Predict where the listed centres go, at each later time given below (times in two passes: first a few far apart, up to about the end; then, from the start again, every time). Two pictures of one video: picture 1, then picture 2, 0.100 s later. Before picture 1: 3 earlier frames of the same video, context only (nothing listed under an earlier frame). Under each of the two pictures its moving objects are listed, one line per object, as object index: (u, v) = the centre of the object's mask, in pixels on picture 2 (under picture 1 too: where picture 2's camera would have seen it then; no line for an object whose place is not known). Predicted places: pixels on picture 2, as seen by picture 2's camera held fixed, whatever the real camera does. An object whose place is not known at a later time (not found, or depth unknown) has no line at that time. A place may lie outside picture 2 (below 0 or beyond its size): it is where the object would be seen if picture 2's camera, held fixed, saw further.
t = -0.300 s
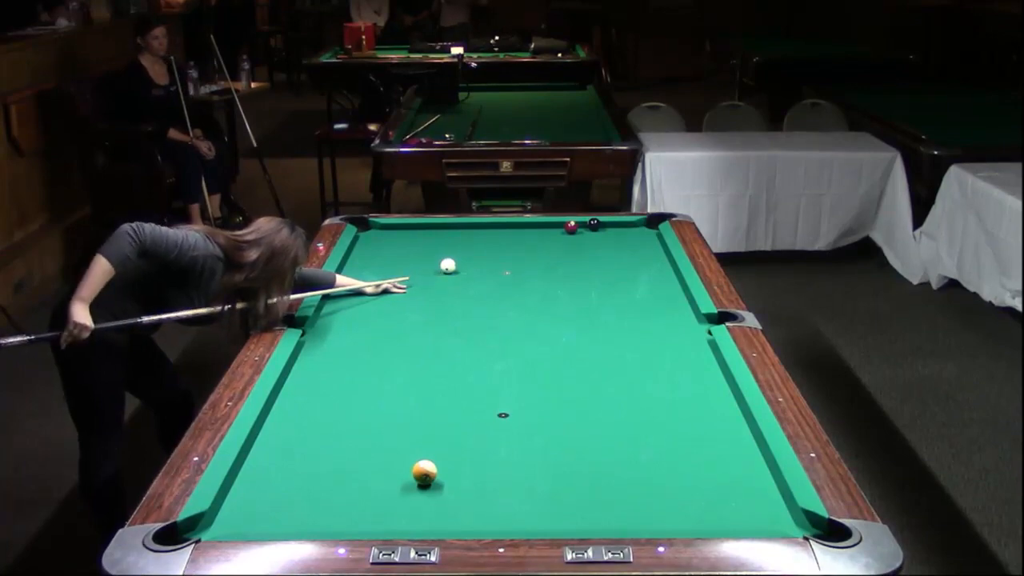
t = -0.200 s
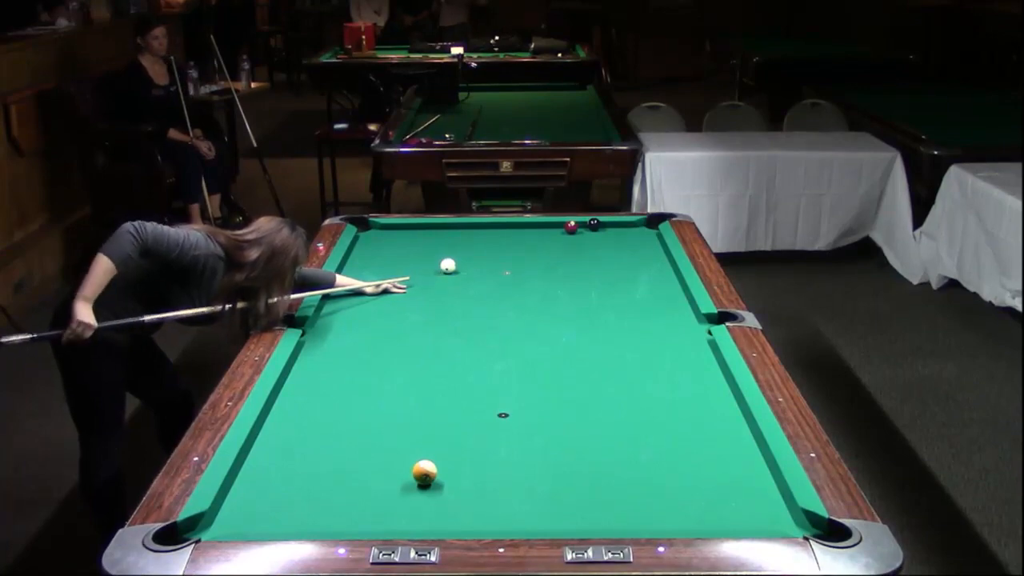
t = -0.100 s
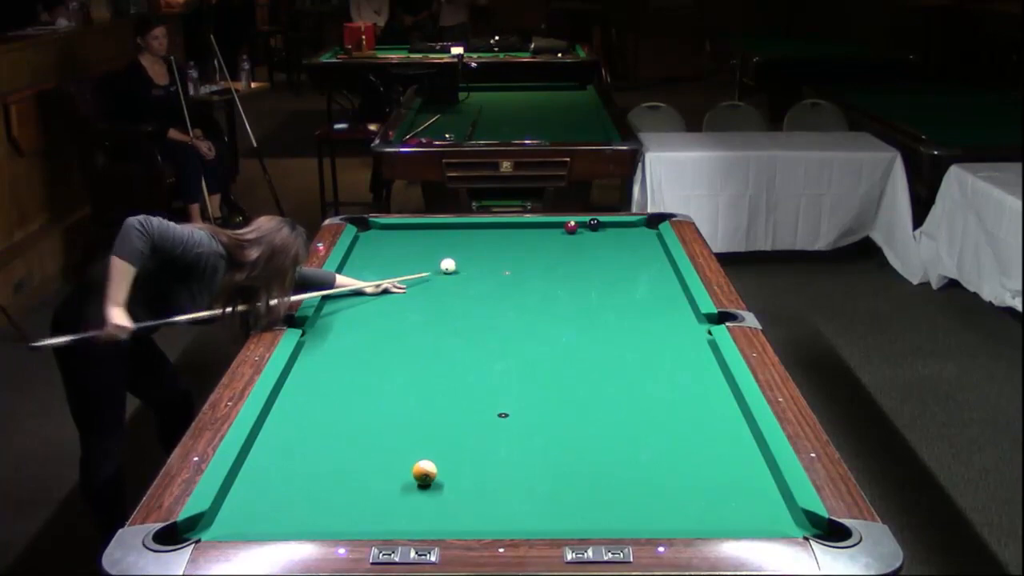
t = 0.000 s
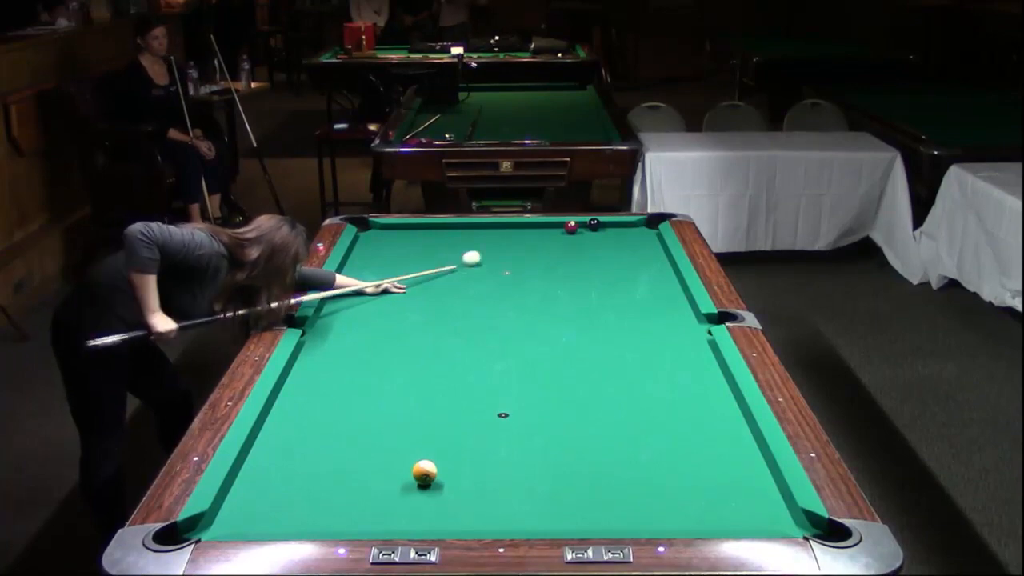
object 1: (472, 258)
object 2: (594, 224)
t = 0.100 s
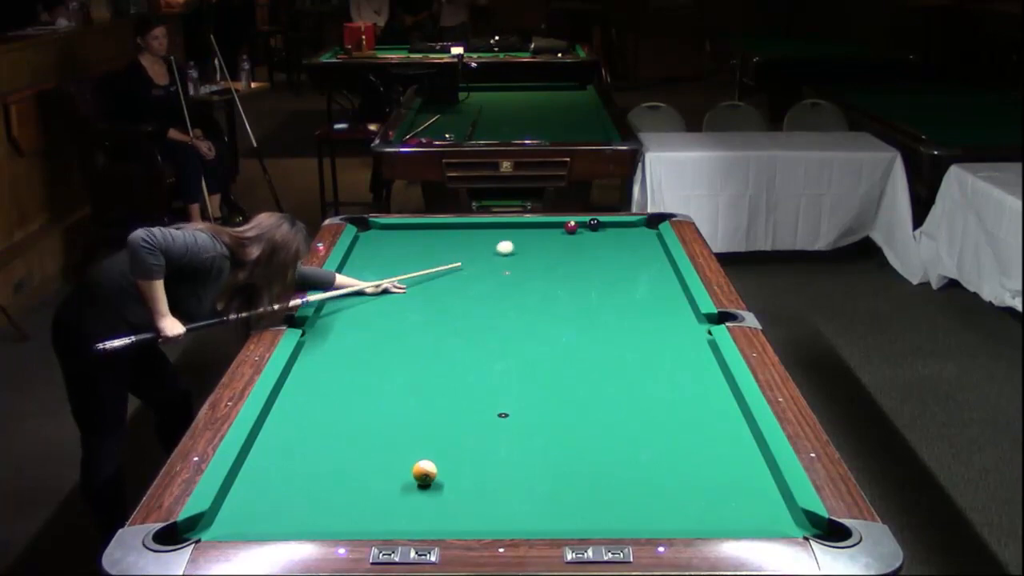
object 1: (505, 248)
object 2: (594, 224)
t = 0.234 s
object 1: (541, 236)
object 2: (594, 224)
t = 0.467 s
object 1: (564, 229)
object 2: (603, 224)
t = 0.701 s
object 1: (565, 229)
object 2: (623, 224)
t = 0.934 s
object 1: (566, 229)
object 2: (642, 224)
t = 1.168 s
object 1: (566, 229)
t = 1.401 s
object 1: (566, 229)
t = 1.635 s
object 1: (566, 229)
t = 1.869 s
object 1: (566, 229)
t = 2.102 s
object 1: (566, 229)
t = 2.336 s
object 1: (566, 229)
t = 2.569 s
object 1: (566, 229)
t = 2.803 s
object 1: (566, 229)
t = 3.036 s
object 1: (566, 229)
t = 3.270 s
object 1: (566, 229)
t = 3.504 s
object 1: (566, 229)
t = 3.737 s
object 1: (566, 229)
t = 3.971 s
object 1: (566, 229)
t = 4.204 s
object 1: (566, 229)
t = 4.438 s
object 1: (566, 229)
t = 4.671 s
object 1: (566, 229)
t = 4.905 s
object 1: (566, 229)
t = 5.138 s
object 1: (566, 229)
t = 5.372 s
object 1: (566, 229)
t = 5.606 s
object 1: (566, 229)
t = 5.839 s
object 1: (566, 229)
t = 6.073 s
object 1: (566, 229)
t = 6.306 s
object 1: (566, 229)
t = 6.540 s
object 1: (566, 229)
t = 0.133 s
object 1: (515, 245)
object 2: (594, 224)
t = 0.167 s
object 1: (524, 242)
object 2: (594, 224)
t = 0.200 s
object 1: (532, 239)
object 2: (594, 224)
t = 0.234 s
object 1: (541, 236)
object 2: (594, 224)
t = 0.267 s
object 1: (548, 234)
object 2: (594, 224)
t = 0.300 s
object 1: (555, 232)
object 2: (594, 224)
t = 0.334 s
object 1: (562, 230)
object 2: (594, 224)
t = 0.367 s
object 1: (563, 230)
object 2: (594, 224)
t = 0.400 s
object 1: (563, 229)
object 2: (595, 224)
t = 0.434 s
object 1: (564, 229)
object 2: (599, 224)
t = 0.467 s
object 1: (564, 229)
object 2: (603, 224)
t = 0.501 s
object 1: (564, 229)
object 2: (606, 224)
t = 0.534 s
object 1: (564, 229)
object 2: (608, 224)
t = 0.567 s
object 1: (565, 229)
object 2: (611, 224)
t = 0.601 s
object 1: (565, 229)
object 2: (614, 224)
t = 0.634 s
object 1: (565, 229)
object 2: (617, 224)
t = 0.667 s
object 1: (565, 229)
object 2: (620, 224)
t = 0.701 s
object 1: (565, 229)
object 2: (623, 224)
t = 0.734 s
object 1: (566, 229)
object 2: (626, 224)
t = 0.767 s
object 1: (566, 229)
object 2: (628, 224)
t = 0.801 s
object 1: (566, 229)
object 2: (631, 224)
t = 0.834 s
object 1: (566, 229)
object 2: (634, 224)
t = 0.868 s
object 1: (566, 229)
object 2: (637, 224)
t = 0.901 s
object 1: (566, 229)
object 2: (640, 224)
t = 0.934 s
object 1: (566, 229)
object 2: (642, 224)
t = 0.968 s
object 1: (566, 229)
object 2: (645, 224)
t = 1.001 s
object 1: (566, 229)
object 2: (647, 224)
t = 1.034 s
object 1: (566, 229)
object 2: (651, 223)
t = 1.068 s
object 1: (566, 229)
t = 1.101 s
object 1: (566, 229)
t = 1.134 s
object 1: (567, 229)
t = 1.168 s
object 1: (566, 229)
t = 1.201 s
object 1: (566, 229)
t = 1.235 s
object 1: (566, 229)
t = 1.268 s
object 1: (566, 229)
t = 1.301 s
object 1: (566, 229)
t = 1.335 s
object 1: (566, 229)
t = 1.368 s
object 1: (566, 229)
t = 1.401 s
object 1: (566, 229)
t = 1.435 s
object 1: (566, 229)
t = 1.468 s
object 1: (566, 229)
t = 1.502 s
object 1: (566, 229)
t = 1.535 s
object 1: (566, 229)
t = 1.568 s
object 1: (566, 229)
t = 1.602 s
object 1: (566, 229)
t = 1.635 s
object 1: (566, 229)
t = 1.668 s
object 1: (566, 229)
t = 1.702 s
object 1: (566, 229)
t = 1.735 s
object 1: (566, 229)
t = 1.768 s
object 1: (566, 229)
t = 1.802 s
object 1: (566, 229)
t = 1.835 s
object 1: (566, 229)
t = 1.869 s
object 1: (566, 229)
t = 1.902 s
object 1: (566, 229)
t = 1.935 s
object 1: (566, 229)
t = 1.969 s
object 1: (566, 229)
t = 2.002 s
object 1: (566, 229)
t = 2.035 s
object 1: (566, 229)
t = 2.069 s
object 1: (566, 229)
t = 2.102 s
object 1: (566, 229)
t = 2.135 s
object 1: (566, 229)
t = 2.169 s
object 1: (566, 229)
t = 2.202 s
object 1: (566, 229)
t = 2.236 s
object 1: (566, 229)
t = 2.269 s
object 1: (566, 229)
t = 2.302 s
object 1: (566, 229)
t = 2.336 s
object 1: (566, 229)
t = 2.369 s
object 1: (566, 229)
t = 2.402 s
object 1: (566, 229)
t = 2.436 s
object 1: (566, 229)
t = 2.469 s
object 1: (566, 229)
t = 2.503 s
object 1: (566, 229)
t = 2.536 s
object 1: (566, 229)
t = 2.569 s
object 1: (566, 229)
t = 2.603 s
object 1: (566, 229)
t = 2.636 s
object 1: (566, 229)
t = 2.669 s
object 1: (566, 229)
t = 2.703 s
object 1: (566, 229)
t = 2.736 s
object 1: (566, 229)
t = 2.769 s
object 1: (566, 229)
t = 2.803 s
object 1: (566, 229)
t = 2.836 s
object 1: (566, 229)
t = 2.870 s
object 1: (566, 229)
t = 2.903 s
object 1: (566, 229)
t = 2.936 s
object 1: (566, 229)
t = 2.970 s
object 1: (566, 229)
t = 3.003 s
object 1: (566, 229)
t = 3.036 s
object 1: (566, 229)
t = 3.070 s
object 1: (566, 229)
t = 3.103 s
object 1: (566, 229)
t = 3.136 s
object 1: (566, 229)
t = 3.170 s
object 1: (566, 229)
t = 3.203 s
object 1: (566, 229)
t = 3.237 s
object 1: (566, 229)
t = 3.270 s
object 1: (566, 229)
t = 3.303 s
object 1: (566, 229)
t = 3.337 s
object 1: (566, 229)
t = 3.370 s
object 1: (566, 229)
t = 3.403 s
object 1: (566, 229)
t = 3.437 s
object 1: (566, 229)
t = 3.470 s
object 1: (566, 229)
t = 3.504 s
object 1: (566, 229)
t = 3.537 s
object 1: (566, 229)
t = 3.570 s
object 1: (566, 229)
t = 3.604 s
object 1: (566, 229)
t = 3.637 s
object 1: (566, 229)
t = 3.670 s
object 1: (566, 229)
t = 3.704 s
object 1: (566, 229)
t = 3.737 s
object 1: (566, 229)
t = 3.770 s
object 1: (566, 229)
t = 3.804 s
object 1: (566, 229)
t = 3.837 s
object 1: (566, 229)
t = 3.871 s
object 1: (566, 229)
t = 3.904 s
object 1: (566, 229)
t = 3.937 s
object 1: (566, 229)
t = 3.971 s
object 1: (566, 229)
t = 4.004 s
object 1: (566, 229)
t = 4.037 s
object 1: (566, 229)
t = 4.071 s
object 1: (566, 229)
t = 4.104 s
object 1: (566, 229)
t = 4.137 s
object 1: (566, 229)
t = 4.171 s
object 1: (566, 229)
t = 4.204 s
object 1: (566, 229)
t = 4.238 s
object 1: (566, 229)
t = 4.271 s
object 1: (566, 229)
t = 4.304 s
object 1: (566, 229)
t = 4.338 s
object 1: (566, 229)
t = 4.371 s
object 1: (566, 229)
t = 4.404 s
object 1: (566, 229)
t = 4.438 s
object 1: (566, 229)
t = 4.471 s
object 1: (566, 229)
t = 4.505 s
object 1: (566, 229)
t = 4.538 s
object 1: (566, 229)
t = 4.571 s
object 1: (566, 229)
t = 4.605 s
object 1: (566, 229)
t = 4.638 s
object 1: (566, 229)
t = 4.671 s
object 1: (566, 229)
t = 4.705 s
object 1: (566, 229)
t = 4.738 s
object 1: (566, 229)
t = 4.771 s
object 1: (566, 229)
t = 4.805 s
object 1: (566, 229)
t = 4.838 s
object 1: (566, 229)
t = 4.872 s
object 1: (566, 229)
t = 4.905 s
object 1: (566, 229)
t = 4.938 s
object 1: (566, 229)
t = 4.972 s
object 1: (566, 229)
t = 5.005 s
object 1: (566, 229)
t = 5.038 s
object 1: (566, 229)
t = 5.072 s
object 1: (566, 229)
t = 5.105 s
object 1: (566, 229)
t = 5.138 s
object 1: (566, 229)
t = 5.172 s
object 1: (566, 229)
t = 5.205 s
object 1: (566, 229)
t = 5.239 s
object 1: (566, 229)
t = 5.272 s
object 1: (566, 229)
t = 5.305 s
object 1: (566, 229)
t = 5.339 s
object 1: (566, 229)
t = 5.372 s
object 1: (566, 229)
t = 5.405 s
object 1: (566, 229)
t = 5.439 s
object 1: (566, 229)
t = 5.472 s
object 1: (566, 229)
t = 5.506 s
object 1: (566, 229)
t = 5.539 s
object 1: (566, 229)
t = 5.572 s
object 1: (566, 229)
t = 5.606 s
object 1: (566, 229)
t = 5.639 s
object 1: (566, 229)
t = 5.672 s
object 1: (566, 229)
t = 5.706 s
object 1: (566, 229)
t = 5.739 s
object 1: (566, 229)
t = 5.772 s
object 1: (566, 229)
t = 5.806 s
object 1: (566, 229)
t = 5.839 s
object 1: (566, 229)
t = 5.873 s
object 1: (566, 229)
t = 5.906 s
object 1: (566, 229)
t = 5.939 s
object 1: (566, 229)
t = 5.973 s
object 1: (566, 229)
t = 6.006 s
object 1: (566, 229)
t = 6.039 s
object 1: (566, 229)
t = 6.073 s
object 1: (566, 229)
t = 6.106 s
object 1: (566, 229)
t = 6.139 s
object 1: (566, 229)
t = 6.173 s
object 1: (566, 229)
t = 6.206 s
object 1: (566, 229)
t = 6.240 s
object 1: (566, 229)
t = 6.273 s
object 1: (566, 229)
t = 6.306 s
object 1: (566, 229)
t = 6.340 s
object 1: (566, 229)
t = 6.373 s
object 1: (566, 229)
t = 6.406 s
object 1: (566, 229)
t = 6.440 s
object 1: (566, 229)
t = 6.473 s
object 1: (566, 229)
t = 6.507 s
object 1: (566, 229)
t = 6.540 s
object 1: (566, 229)
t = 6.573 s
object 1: (566, 229)
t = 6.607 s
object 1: (566, 229)
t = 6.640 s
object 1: (566, 229)
